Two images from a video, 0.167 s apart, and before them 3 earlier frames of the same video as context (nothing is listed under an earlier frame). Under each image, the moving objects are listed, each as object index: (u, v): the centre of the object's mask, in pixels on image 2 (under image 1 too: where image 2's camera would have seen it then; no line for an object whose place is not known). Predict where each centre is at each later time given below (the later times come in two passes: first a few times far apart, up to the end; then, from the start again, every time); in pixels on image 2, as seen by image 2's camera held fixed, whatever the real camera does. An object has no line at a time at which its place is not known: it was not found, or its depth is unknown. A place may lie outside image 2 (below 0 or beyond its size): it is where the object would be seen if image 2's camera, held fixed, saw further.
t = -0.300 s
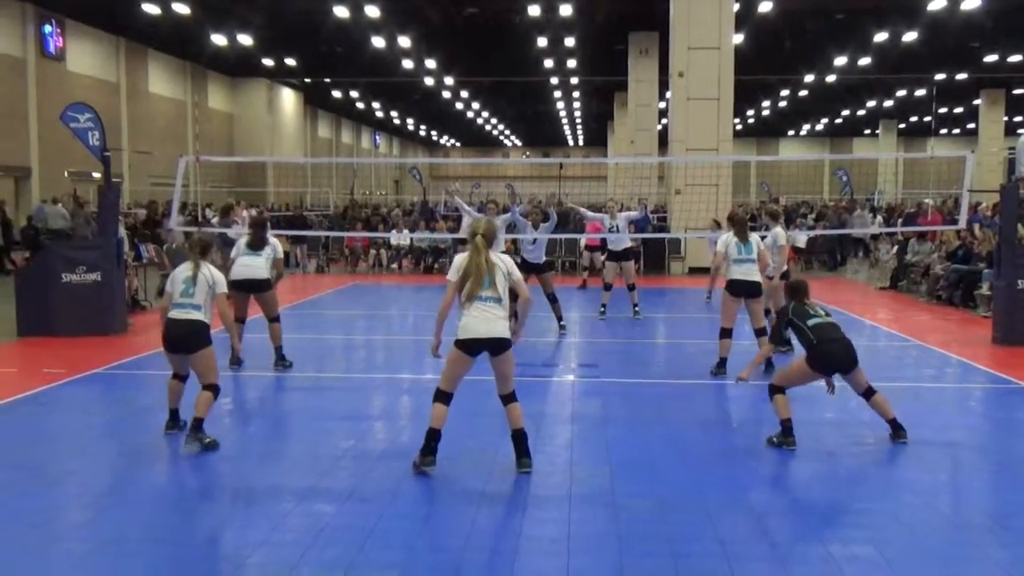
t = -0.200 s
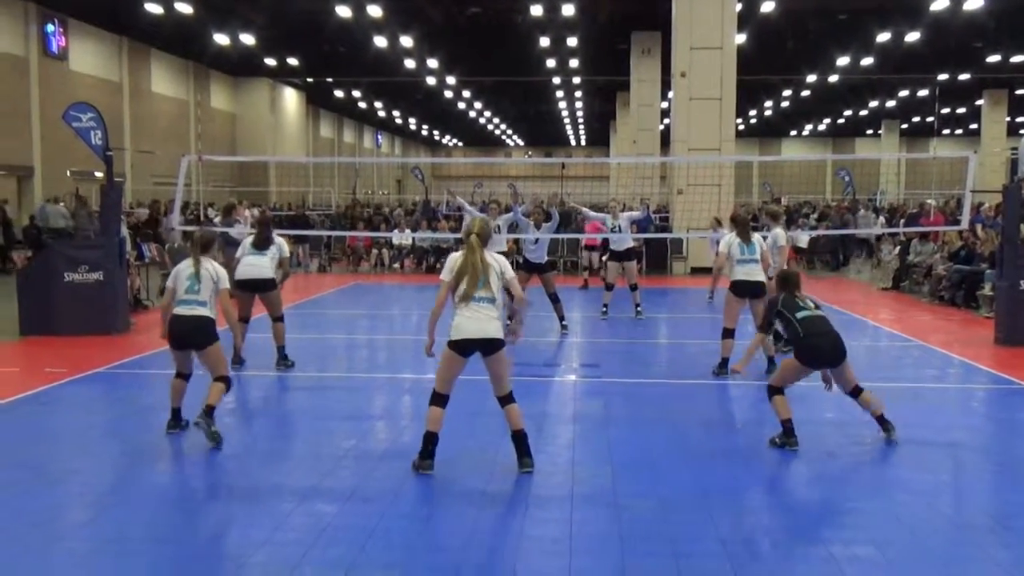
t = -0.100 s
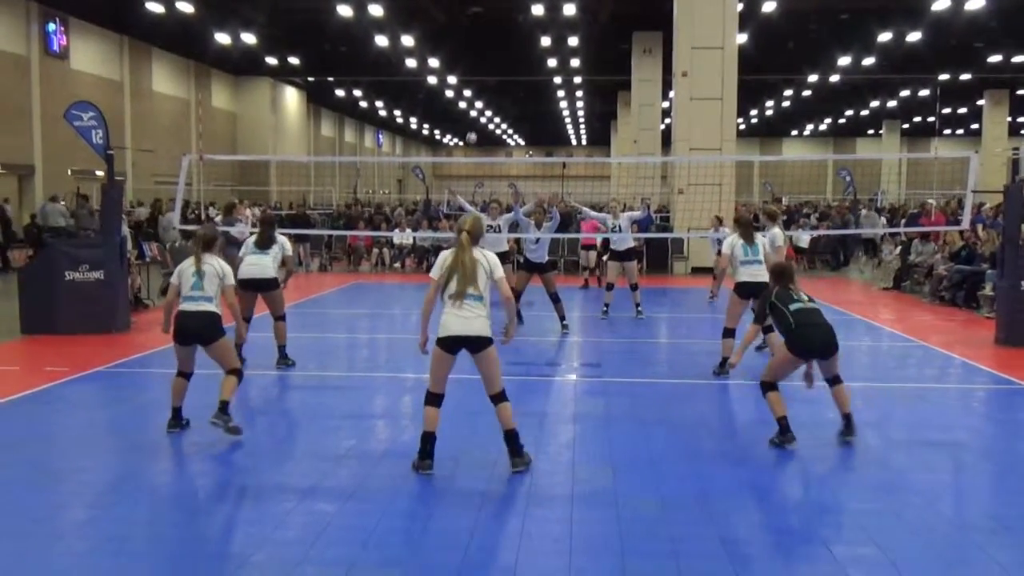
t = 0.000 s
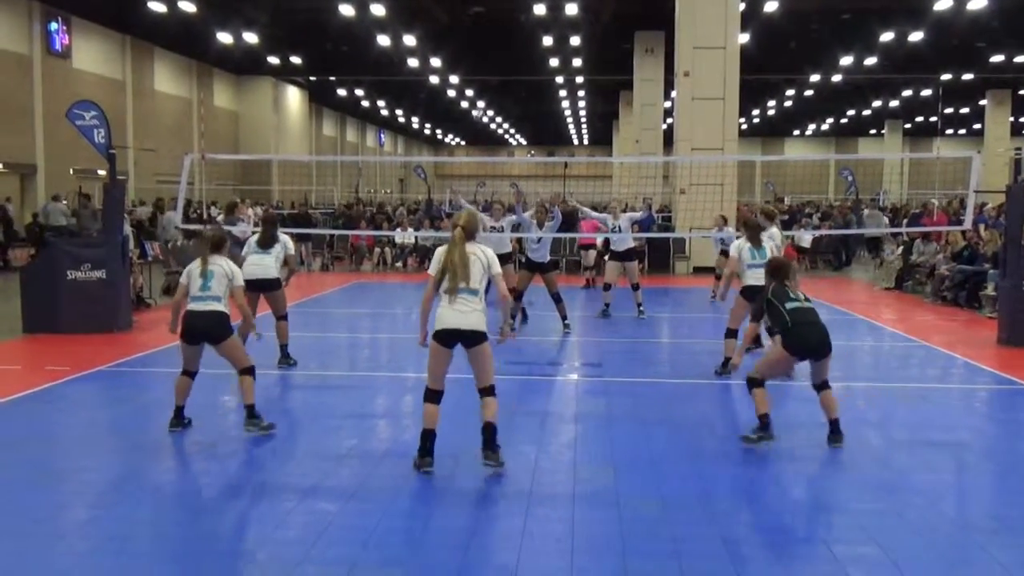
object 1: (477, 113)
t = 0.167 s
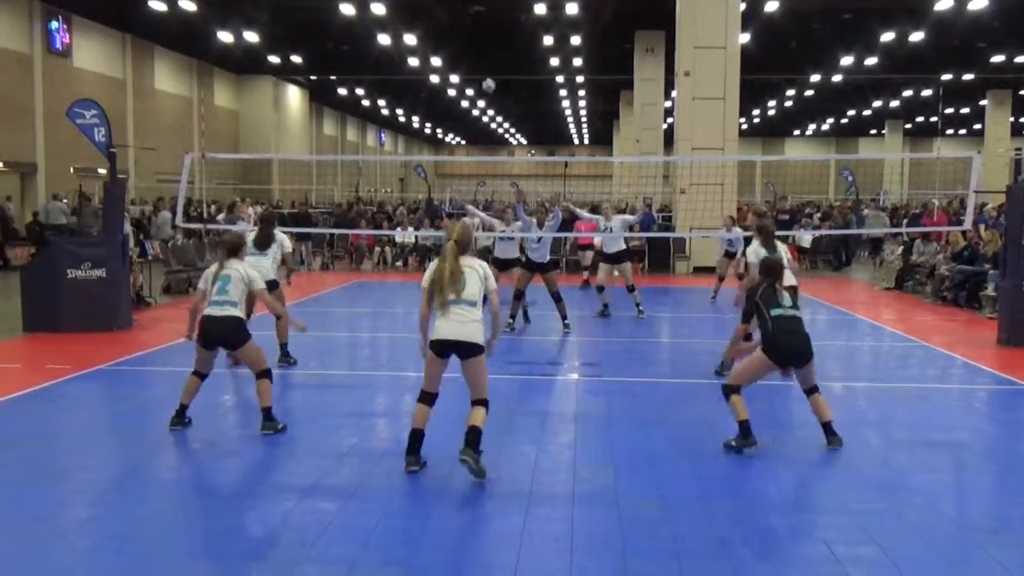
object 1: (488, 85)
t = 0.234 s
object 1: (492, 76)
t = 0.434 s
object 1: (506, 60)
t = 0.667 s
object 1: (530, 78)
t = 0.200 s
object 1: (490, 81)
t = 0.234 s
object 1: (492, 76)
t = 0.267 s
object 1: (494, 72)
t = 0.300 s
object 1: (496, 69)
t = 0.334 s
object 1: (498, 66)
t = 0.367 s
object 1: (501, 63)
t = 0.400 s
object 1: (503, 61)
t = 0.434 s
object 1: (506, 60)
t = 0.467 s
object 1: (509, 60)
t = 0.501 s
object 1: (512, 61)
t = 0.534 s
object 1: (515, 62)
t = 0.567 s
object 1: (519, 65)
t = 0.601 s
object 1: (523, 68)
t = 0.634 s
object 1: (526, 73)
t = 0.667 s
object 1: (530, 78)
